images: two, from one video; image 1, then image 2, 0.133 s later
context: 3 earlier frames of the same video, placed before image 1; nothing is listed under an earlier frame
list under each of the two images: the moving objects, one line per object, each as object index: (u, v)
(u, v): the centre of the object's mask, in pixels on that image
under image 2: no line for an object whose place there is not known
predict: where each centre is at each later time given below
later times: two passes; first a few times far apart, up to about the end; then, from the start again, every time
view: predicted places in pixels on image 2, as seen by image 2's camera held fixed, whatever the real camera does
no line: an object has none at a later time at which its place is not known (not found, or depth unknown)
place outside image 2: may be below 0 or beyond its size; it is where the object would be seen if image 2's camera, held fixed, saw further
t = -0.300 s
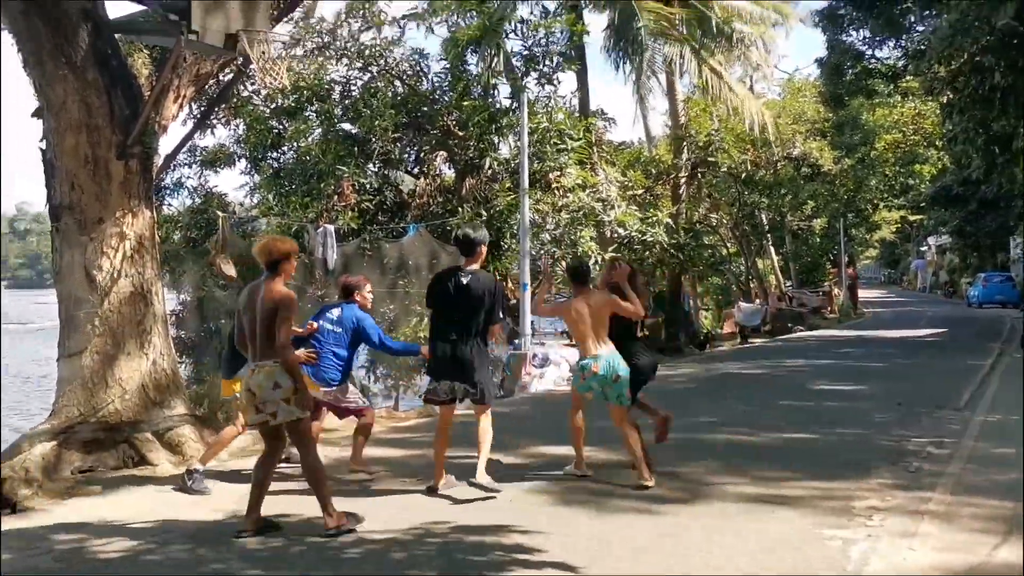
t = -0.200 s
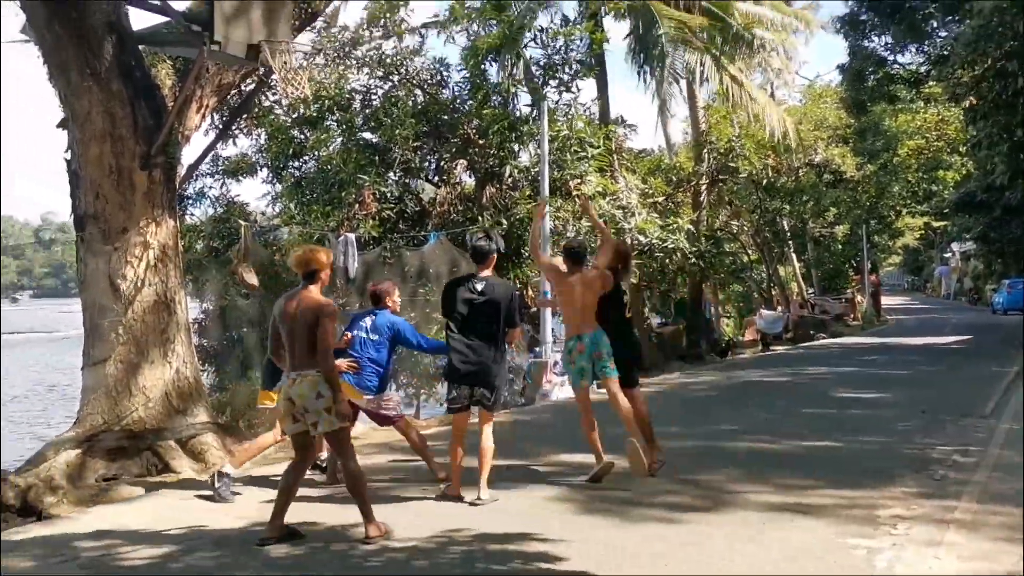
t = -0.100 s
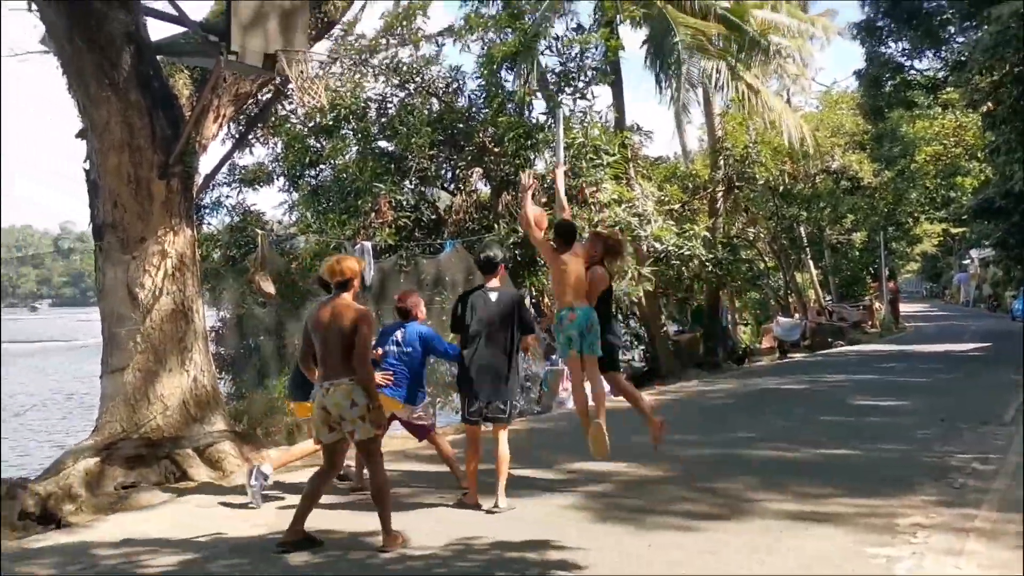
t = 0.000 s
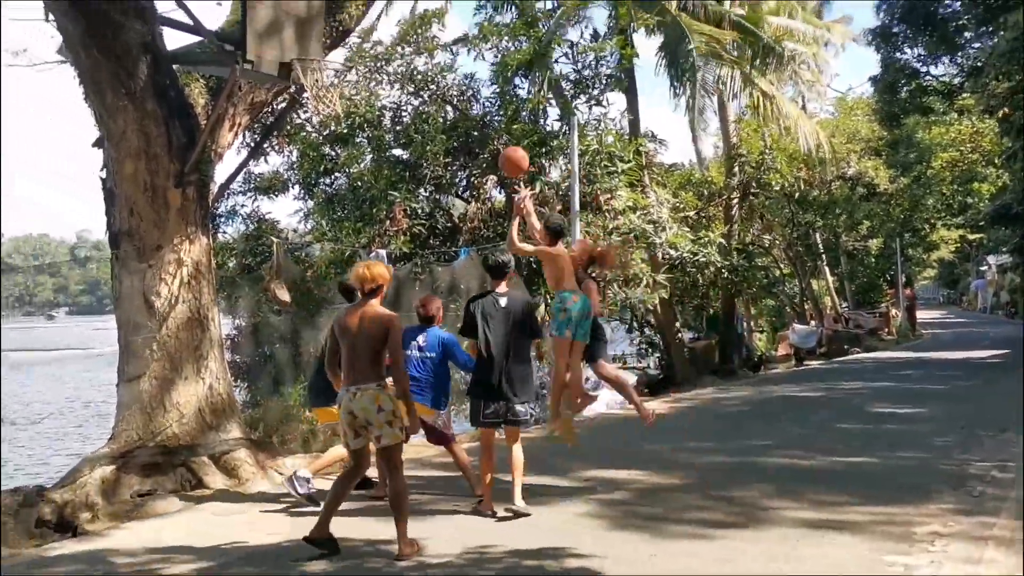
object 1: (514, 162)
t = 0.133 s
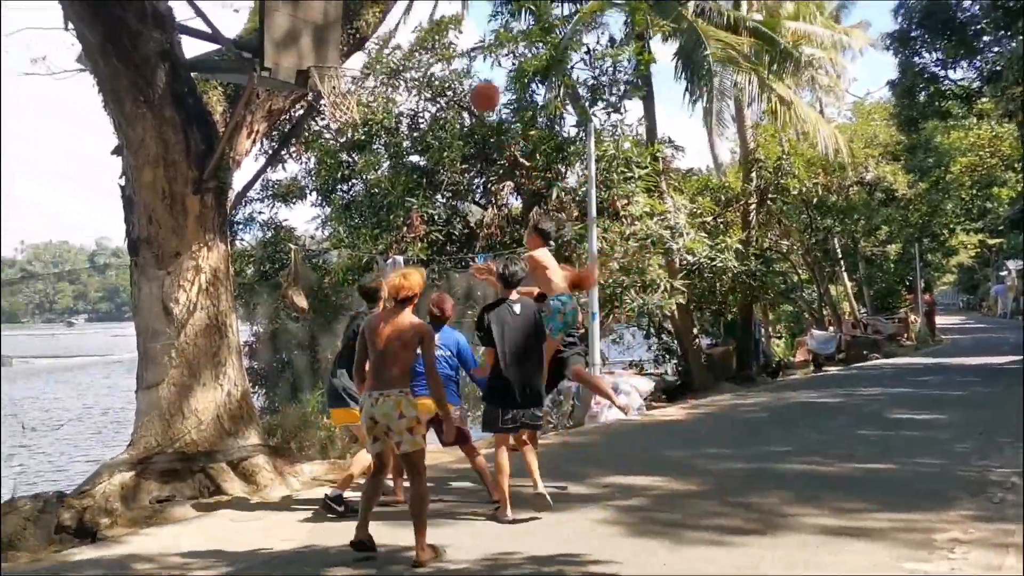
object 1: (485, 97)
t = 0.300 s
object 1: (429, 37)
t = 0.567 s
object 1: (347, 12)
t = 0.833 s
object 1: (376, 47)
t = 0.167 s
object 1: (474, 82)
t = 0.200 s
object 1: (462, 69)
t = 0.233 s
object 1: (450, 56)
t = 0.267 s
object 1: (440, 47)
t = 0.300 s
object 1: (429, 37)
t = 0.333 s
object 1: (417, 29)
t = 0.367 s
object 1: (406, 22)
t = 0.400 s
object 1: (394, 17)
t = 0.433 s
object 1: (382, 13)
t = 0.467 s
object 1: (371, 11)
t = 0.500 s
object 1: (359, 11)
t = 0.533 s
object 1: (348, 12)
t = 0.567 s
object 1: (347, 12)
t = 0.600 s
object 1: (349, 11)
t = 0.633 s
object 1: (352, 11)
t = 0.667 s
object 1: (355, 13)
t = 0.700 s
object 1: (360, 17)
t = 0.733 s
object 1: (363, 21)
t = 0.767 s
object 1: (368, 27)
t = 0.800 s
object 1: (372, 36)
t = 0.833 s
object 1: (376, 47)
